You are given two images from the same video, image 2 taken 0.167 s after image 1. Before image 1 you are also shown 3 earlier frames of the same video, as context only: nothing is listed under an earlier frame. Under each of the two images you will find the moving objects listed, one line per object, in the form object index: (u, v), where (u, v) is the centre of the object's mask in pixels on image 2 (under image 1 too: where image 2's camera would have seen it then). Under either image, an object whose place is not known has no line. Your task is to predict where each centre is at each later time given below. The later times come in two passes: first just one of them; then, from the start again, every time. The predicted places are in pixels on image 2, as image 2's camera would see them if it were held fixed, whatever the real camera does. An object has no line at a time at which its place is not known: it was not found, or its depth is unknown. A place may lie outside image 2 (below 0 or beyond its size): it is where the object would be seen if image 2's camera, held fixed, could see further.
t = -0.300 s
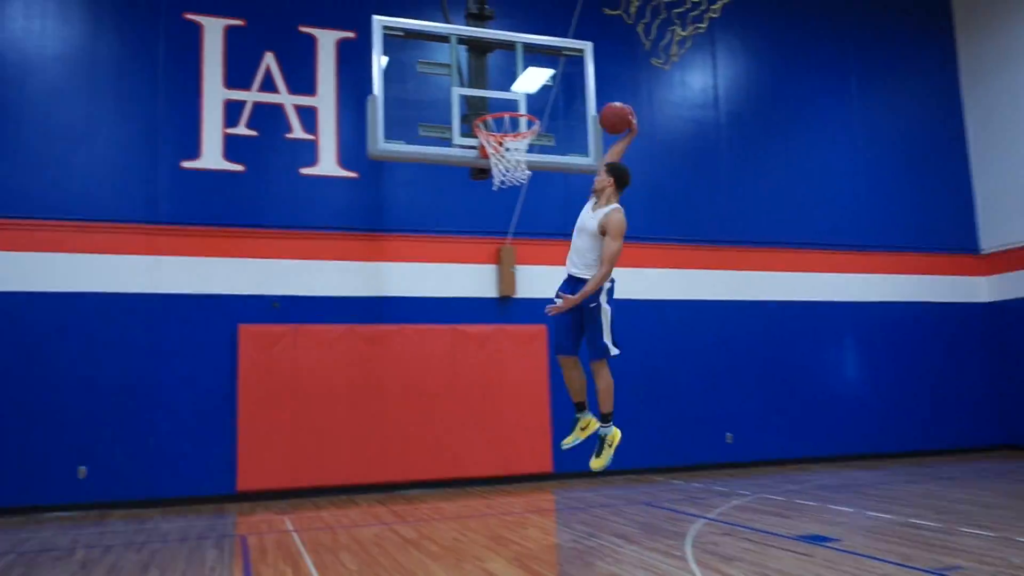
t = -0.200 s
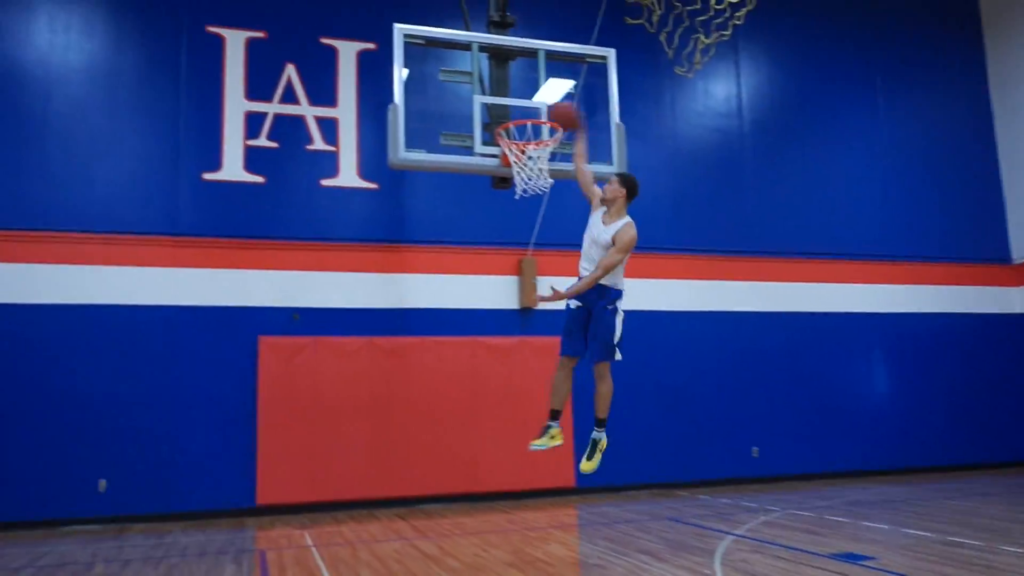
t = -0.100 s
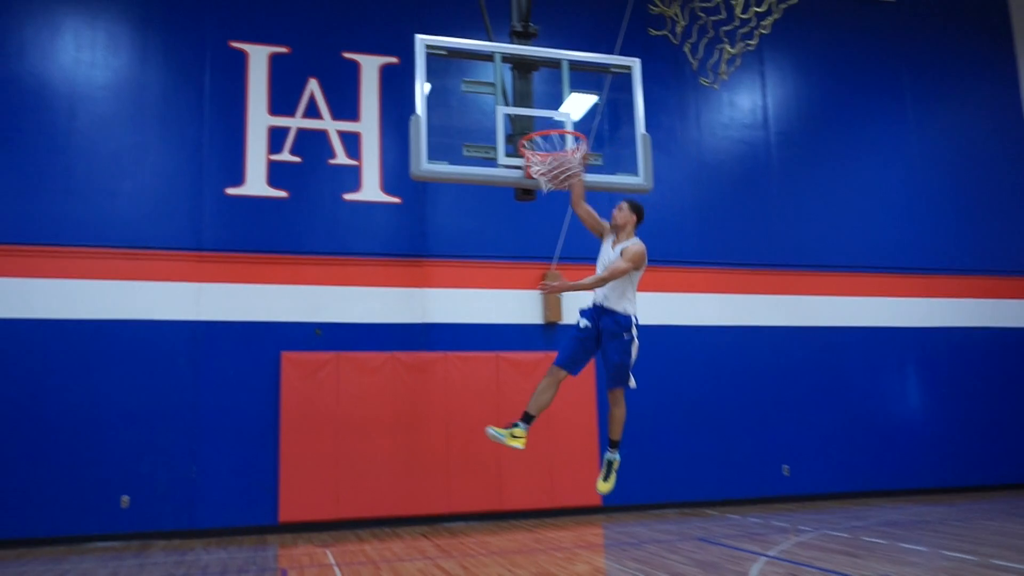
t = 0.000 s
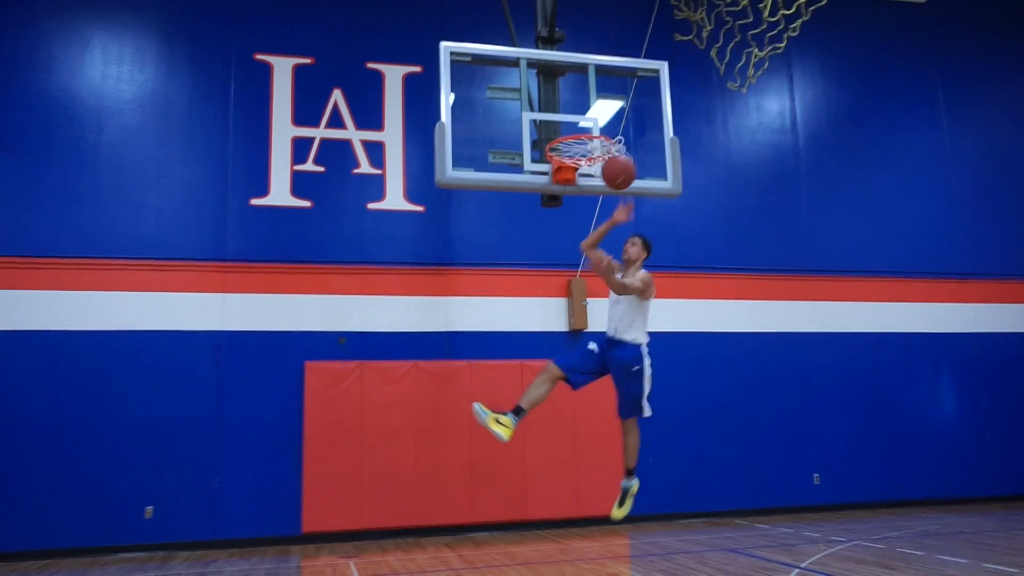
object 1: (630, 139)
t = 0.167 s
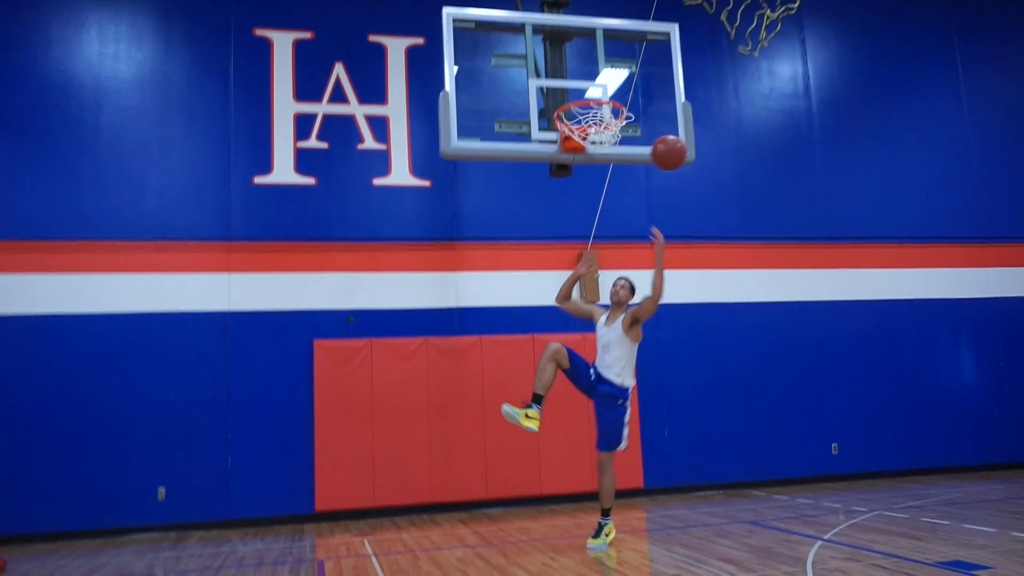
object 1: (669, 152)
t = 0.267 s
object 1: (692, 177)
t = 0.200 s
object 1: (676, 159)
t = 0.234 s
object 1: (684, 167)
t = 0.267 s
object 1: (692, 177)
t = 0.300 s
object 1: (701, 188)
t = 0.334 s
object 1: (710, 201)
